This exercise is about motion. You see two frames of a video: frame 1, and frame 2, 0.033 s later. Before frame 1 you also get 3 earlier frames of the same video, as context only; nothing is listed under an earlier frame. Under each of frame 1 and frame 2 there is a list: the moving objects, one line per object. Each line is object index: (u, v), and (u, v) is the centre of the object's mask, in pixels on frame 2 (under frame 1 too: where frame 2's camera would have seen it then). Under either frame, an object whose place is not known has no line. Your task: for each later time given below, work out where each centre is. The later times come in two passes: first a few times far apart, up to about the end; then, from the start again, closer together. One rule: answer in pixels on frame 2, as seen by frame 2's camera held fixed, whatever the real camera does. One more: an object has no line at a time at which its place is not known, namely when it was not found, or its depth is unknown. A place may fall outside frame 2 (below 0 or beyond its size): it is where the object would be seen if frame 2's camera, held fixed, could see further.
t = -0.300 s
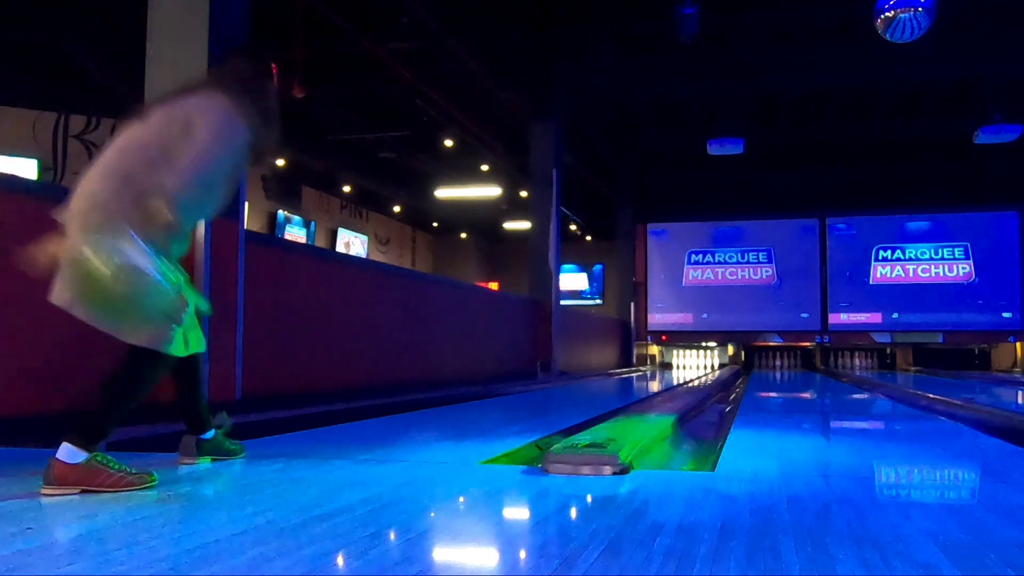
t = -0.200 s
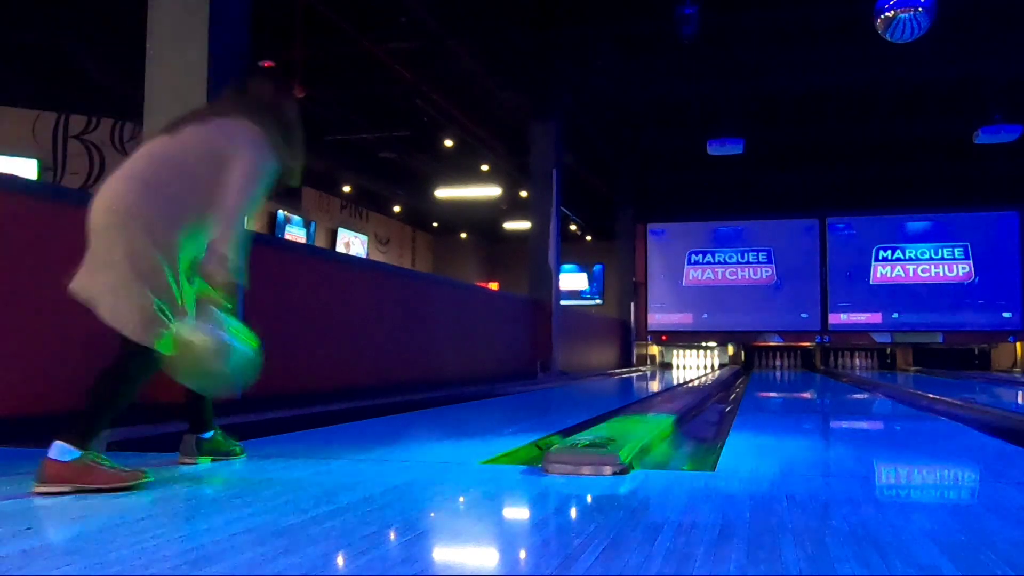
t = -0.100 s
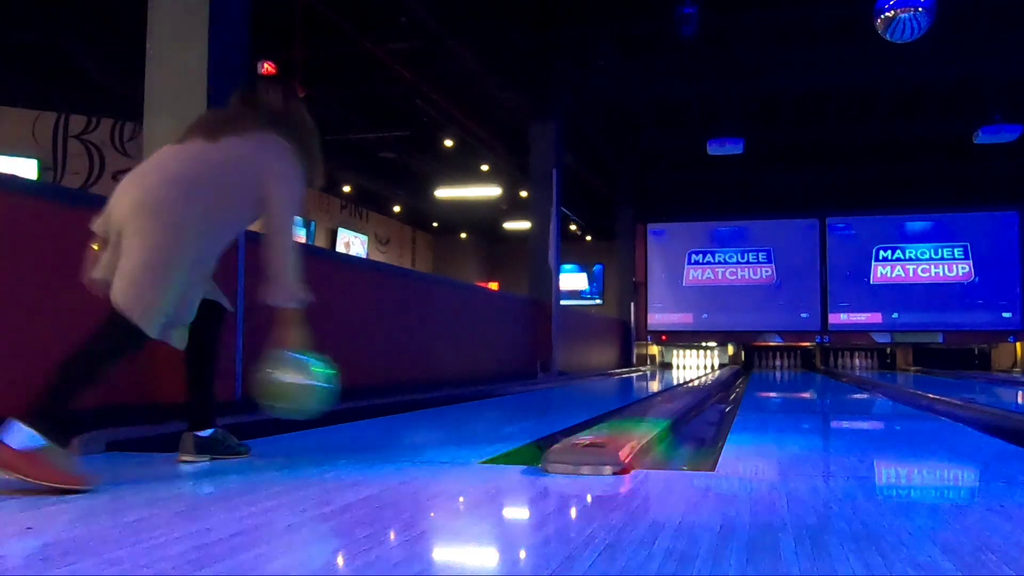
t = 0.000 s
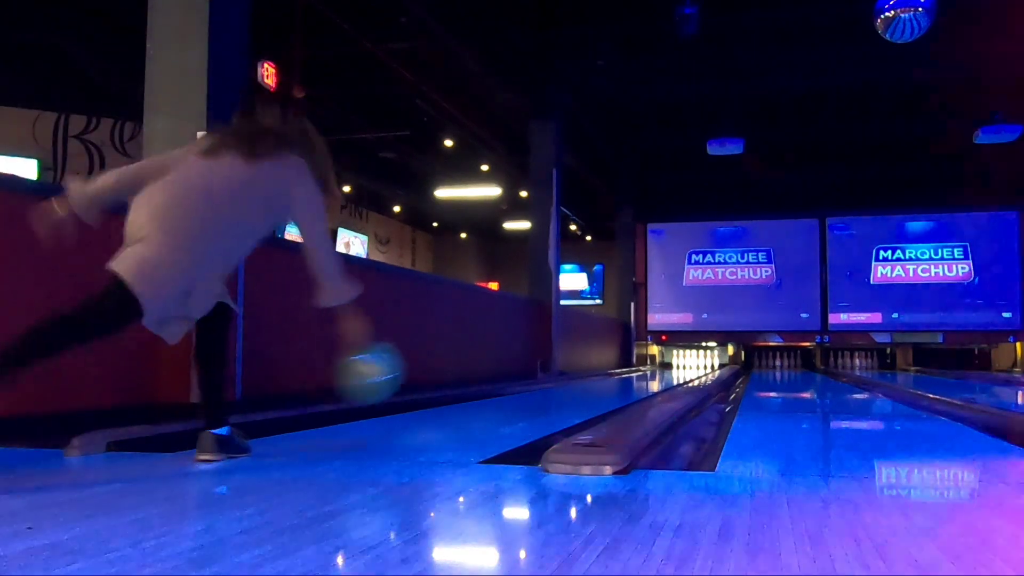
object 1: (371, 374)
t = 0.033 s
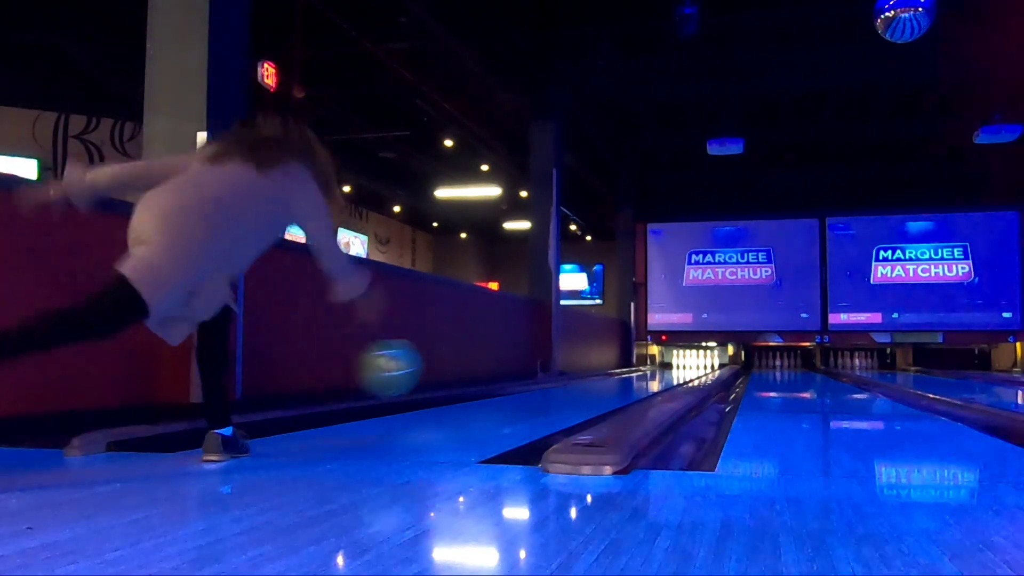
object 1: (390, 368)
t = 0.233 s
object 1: (474, 394)
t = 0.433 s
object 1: (527, 385)
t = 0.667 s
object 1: (566, 383)
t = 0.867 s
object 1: (589, 379)
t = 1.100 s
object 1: (607, 376)
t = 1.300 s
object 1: (619, 374)
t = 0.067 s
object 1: (407, 367)
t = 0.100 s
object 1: (423, 368)
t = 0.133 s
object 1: (438, 372)
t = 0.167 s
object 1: (451, 378)
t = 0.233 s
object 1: (474, 394)
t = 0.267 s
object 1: (485, 394)
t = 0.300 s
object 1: (495, 387)
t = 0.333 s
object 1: (504, 384)
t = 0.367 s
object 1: (512, 383)
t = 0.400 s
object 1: (520, 383)
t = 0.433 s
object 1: (527, 385)
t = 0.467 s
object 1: (534, 388)
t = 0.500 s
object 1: (539, 386)
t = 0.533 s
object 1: (546, 386)
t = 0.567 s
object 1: (551, 385)
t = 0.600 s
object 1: (556, 385)
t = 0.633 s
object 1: (560, 384)
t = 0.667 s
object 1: (566, 383)
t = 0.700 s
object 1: (570, 382)
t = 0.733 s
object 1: (575, 382)
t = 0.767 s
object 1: (579, 381)
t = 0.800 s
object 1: (582, 380)
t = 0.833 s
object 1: (585, 380)
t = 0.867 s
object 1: (589, 379)
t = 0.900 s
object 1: (592, 378)
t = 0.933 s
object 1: (594, 378)
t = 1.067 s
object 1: (606, 377)
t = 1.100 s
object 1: (607, 376)
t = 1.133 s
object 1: (609, 376)
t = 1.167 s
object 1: (612, 376)
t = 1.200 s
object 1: (614, 375)
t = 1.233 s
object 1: (616, 375)
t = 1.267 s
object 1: (617, 374)
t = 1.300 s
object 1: (619, 374)
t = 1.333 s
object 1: (620, 374)
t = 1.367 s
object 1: (622, 373)
